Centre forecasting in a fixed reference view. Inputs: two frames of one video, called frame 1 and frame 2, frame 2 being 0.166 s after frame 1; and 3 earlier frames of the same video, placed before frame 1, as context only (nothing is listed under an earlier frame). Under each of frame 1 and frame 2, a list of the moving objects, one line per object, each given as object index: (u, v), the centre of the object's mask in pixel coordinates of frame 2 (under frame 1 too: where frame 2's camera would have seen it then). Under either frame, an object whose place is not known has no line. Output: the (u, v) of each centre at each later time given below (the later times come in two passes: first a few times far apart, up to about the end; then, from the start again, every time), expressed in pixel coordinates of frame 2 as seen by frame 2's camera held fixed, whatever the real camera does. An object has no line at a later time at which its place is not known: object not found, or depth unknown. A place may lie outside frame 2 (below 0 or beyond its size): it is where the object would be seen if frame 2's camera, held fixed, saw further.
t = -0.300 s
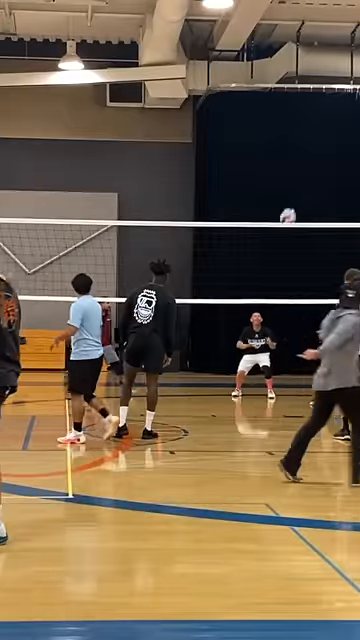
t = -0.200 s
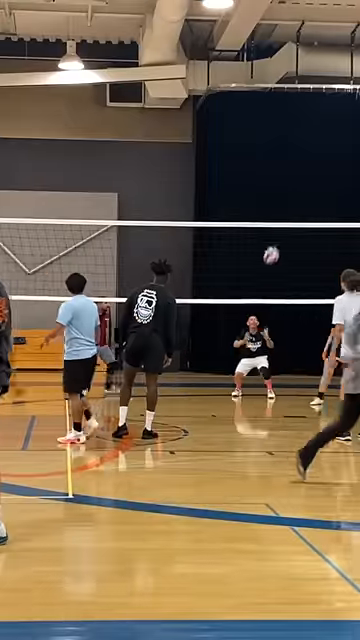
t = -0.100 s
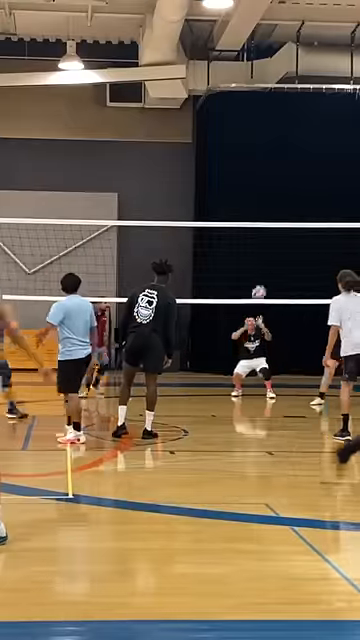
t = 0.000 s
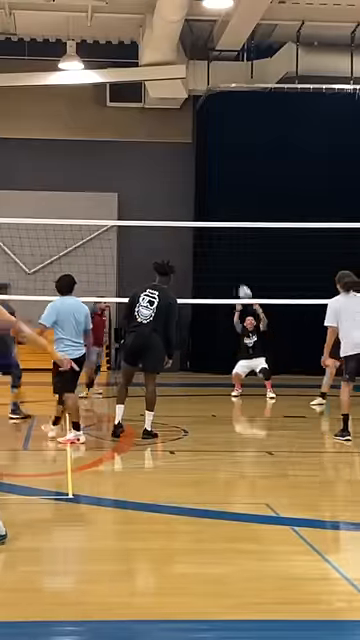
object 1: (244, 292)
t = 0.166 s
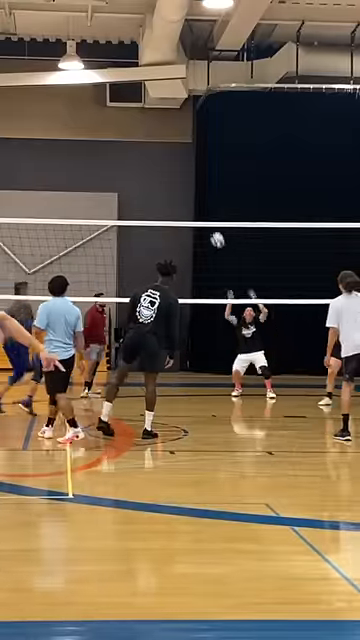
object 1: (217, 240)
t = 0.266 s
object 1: (201, 215)
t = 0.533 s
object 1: (156, 181)
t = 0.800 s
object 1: (107, 191)
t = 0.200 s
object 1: (212, 232)
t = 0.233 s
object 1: (207, 223)
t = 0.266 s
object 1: (201, 215)
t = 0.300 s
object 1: (195, 209)
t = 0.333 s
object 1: (190, 205)
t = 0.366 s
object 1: (185, 199)
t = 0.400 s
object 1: (179, 193)
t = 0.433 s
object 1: (173, 189)
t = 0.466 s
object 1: (167, 185)
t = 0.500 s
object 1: (162, 183)
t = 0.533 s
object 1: (156, 181)
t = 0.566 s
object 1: (150, 180)
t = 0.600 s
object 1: (144, 180)
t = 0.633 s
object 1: (137, 179)
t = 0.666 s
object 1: (132, 180)
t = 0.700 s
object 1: (125, 182)
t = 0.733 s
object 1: (119, 185)
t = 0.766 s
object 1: (114, 187)
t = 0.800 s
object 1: (107, 191)
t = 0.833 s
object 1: (101, 195)
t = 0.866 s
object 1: (95, 200)
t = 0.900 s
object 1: (88, 207)
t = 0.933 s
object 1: (81, 213)
